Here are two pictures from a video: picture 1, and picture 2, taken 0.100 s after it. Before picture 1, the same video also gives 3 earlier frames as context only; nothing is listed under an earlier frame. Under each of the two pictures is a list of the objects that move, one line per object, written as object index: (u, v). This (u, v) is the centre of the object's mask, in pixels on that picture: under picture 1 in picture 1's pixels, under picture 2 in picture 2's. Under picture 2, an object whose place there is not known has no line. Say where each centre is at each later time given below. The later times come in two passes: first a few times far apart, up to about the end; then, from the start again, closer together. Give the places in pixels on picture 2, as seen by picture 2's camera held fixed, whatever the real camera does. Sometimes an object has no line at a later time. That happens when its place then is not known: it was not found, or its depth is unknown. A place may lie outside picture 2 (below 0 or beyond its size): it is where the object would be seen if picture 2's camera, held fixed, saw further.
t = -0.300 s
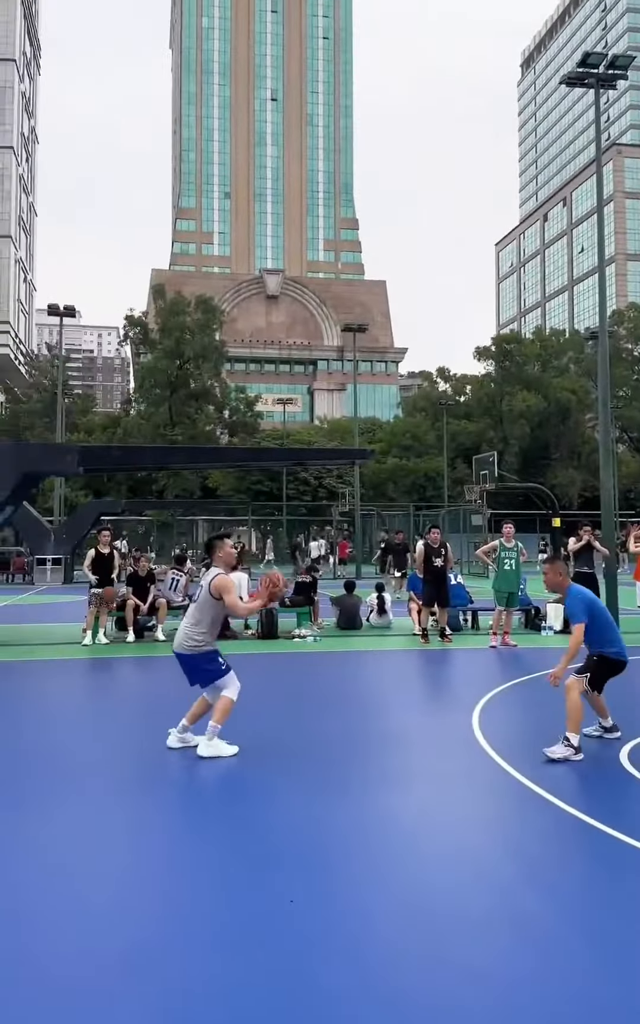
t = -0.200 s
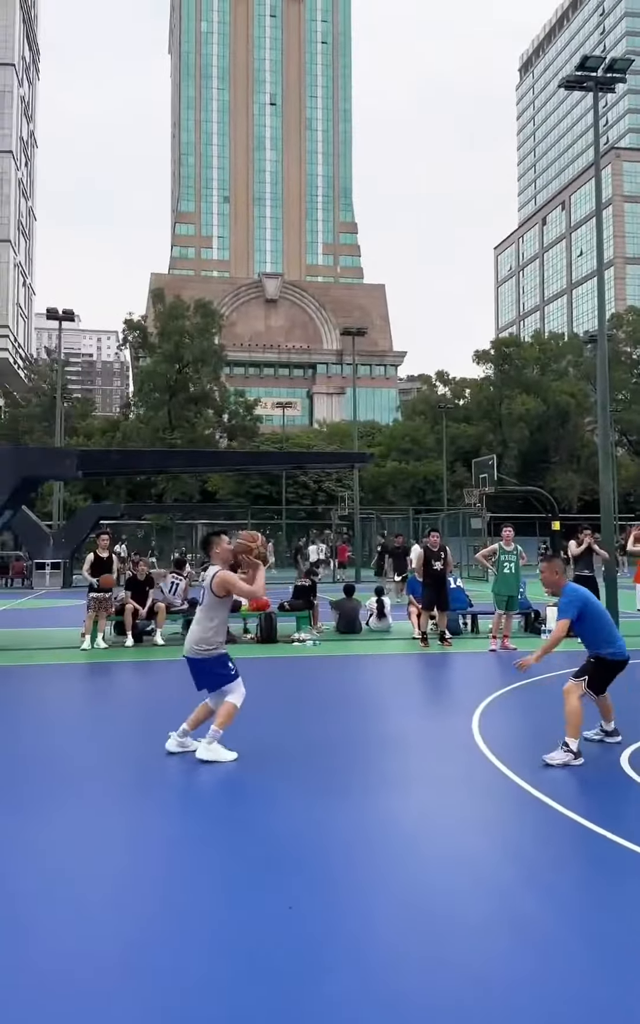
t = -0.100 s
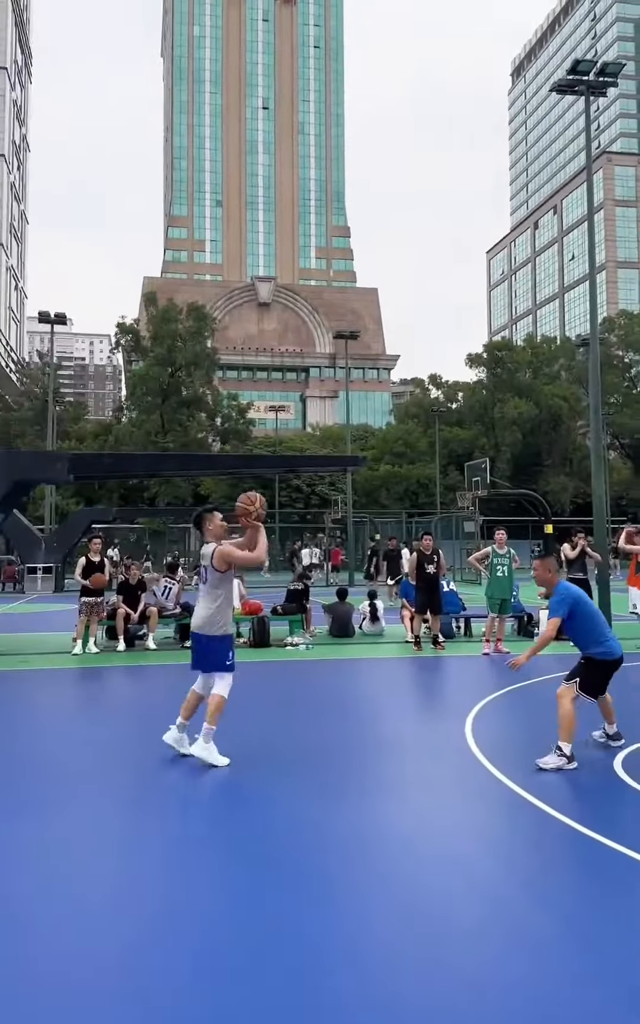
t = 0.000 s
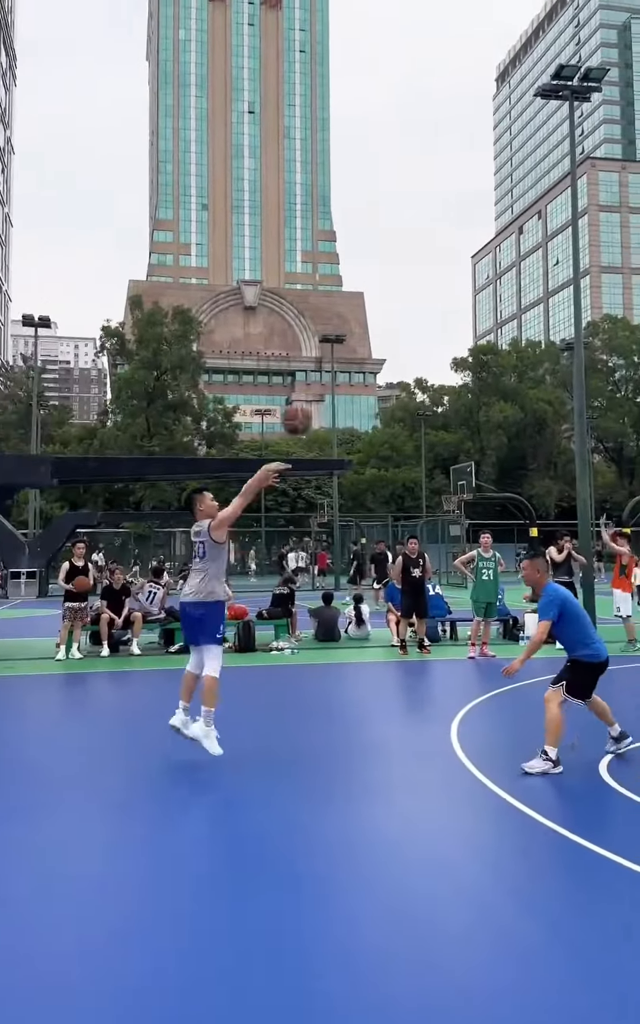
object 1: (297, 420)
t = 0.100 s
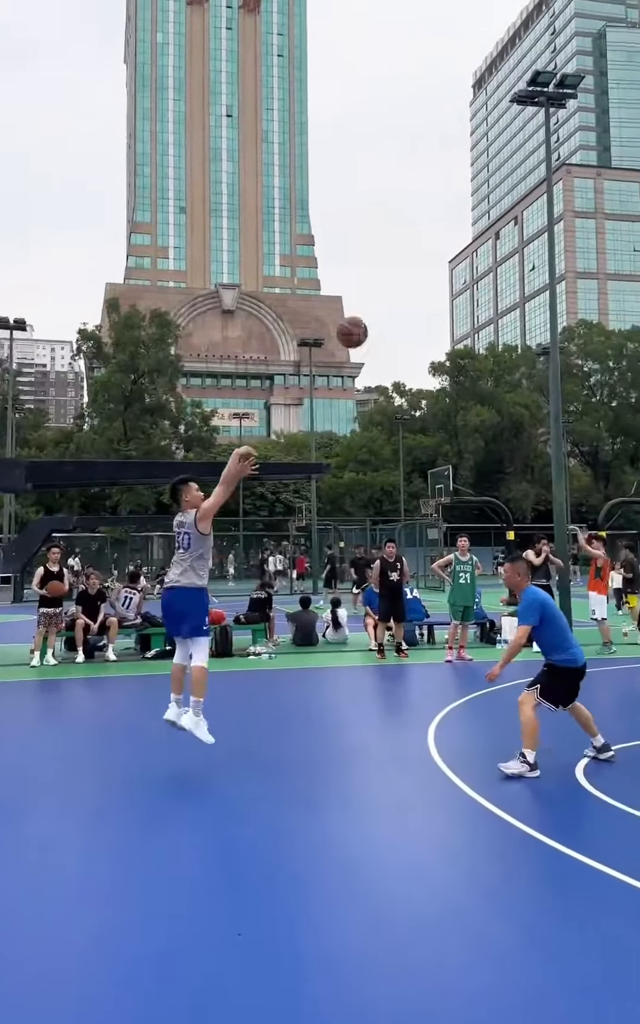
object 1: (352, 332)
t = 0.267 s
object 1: (478, 212)
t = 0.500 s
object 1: (647, 105)
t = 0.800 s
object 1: (859, 69)
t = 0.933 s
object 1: (954, 85)
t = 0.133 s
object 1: (378, 305)
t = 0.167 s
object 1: (403, 280)
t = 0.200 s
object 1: (428, 255)
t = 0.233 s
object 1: (453, 233)
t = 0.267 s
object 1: (478, 212)
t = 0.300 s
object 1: (503, 192)
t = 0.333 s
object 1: (527, 175)
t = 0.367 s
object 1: (551, 158)
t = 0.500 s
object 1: (647, 105)
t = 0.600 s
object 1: (718, 82)
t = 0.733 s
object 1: (812, 67)
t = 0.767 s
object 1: (836, 68)
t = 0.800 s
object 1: (859, 69)
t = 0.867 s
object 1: (906, 74)
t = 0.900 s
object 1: (930, 79)
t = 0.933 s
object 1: (954, 85)
